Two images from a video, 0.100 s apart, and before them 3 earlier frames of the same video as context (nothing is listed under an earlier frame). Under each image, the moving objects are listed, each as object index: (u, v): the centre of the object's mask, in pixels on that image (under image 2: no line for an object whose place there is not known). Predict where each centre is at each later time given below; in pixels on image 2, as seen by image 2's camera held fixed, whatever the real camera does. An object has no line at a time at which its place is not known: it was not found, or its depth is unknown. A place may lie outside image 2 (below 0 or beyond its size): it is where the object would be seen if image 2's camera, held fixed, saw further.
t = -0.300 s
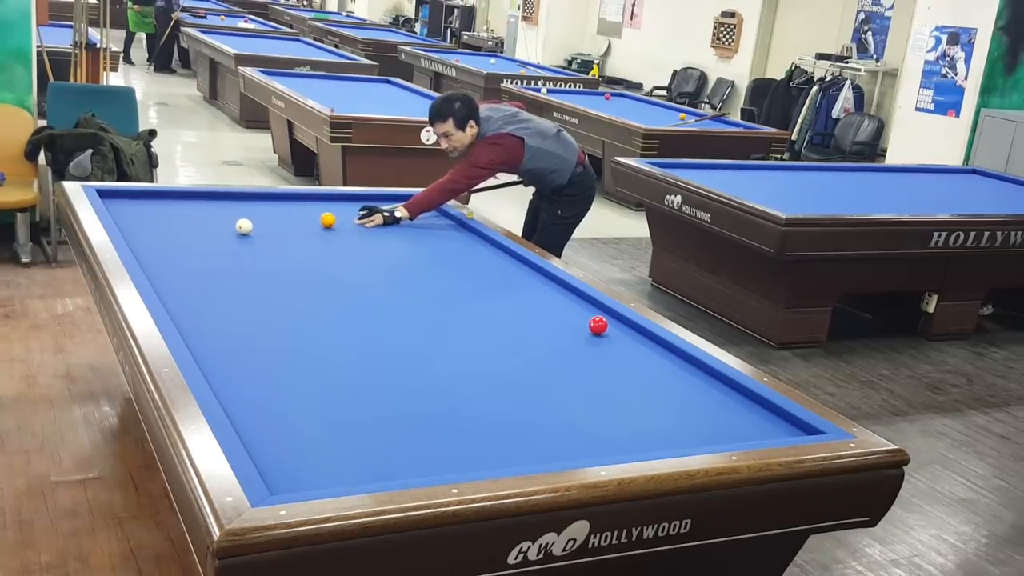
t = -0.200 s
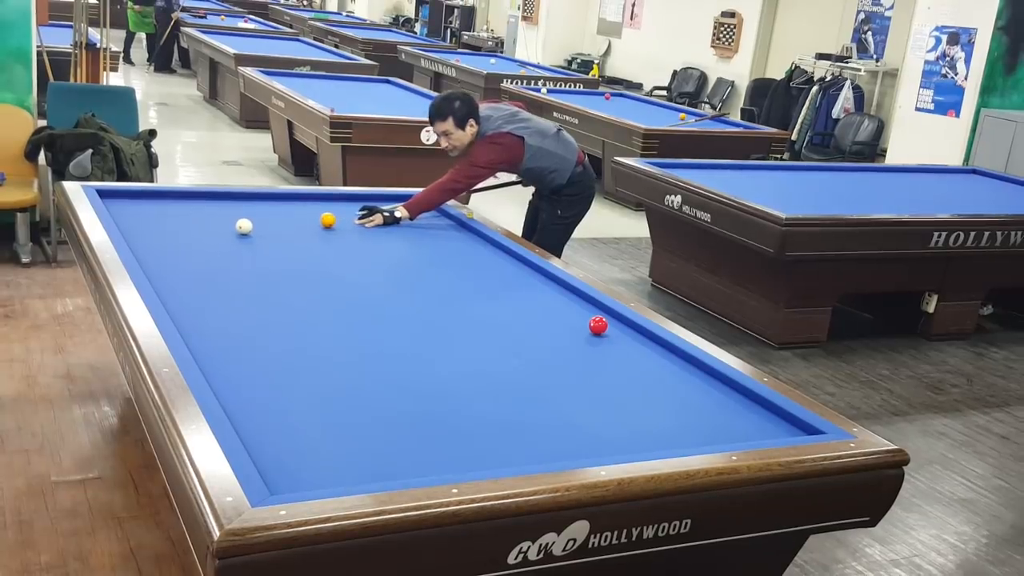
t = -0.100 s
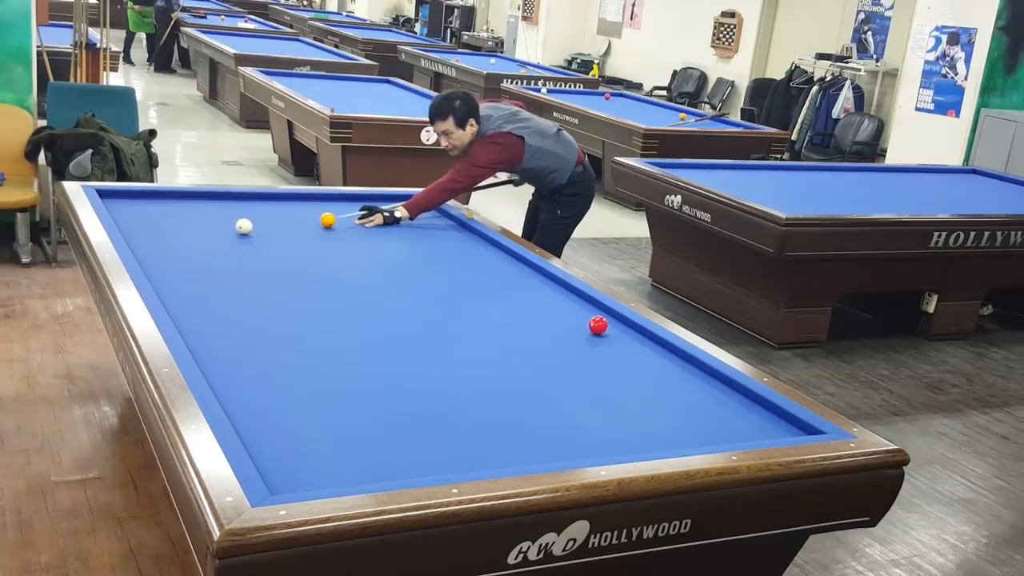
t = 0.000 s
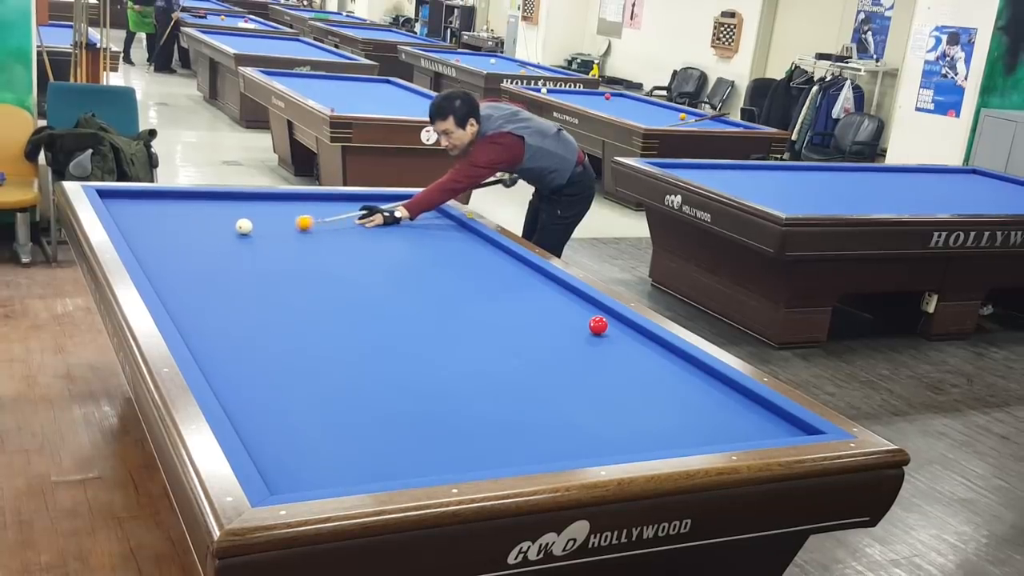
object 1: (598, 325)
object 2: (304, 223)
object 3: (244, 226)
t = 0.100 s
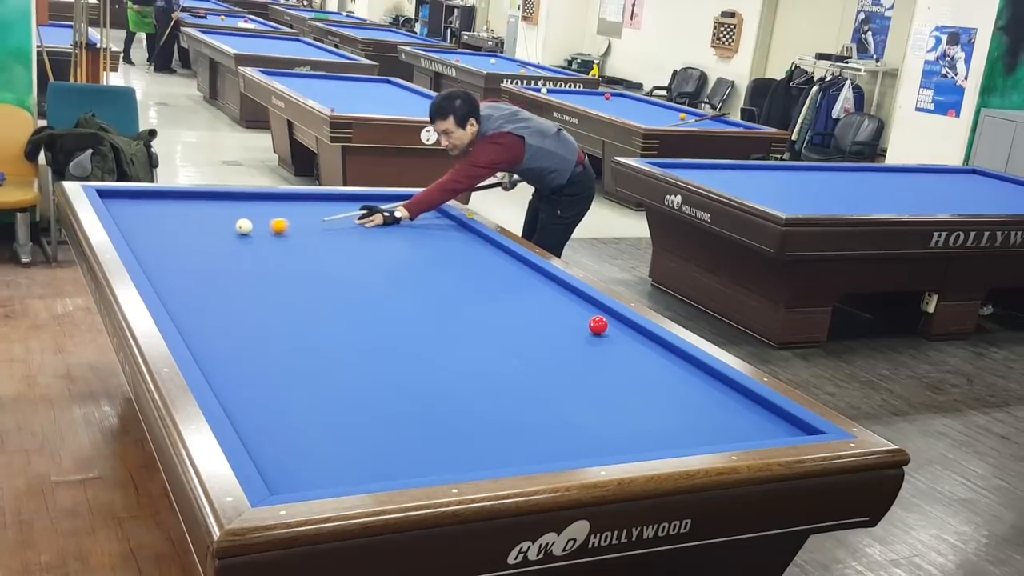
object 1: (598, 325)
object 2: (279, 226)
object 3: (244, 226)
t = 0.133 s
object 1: (598, 325)
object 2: (271, 227)
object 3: (244, 226)
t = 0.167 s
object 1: (598, 325)
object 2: (263, 228)
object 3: (244, 226)
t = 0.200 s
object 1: (598, 325)
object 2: (258, 230)
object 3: (240, 225)
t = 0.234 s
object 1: (598, 325)
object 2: (255, 231)
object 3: (235, 225)
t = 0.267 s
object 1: (598, 325)
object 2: (251, 233)
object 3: (230, 224)
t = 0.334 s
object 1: (598, 325)
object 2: (243, 237)
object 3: (222, 223)
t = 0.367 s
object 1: (598, 325)
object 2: (239, 238)
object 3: (218, 223)
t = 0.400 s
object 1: (598, 325)
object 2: (235, 240)
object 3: (214, 222)
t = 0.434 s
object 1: (598, 325)
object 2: (230, 242)
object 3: (210, 222)
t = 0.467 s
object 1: (598, 325)
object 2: (226, 244)
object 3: (206, 221)
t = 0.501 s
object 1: (598, 325)
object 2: (221, 245)
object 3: (202, 221)
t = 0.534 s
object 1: (598, 325)
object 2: (217, 247)
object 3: (199, 220)
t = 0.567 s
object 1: (598, 325)
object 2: (212, 249)
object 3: (195, 220)
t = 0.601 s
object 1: (598, 325)
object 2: (208, 251)
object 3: (191, 219)
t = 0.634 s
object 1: (598, 325)
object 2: (203, 253)
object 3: (187, 219)
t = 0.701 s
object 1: (598, 325)
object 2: (194, 257)
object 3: (180, 218)
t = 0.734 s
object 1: (598, 325)
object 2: (189, 259)
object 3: (176, 218)
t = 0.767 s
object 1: (598, 325)
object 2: (184, 262)
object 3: (172, 217)
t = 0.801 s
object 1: (598, 325)
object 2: (178, 264)
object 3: (168, 217)
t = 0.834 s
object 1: (598, 325)
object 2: (173, 266)
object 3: (165, 216)
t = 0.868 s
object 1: (598, 325)
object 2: (168, 268)
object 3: (161, 216)
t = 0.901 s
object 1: (598, 325)
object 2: (163, 270)
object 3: (157, 215)
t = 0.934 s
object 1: (598, 325)
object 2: (157, 272)
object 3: (154, 215)
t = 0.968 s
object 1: (598, 325)
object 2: (155, 274)
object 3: (150, 214)
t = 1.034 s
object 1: (598, 325)
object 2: (167, 279)
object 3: (143, 214)
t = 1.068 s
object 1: (598, 325)
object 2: (173, 282)
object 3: (139, 213)
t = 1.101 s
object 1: (598, 325)
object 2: (178, 284)
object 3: (136, 213)
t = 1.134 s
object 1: (598, 325)
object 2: (184, 286)
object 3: (132, 212)
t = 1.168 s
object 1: (598, 325)
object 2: (189, 288)
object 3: (128, 212)
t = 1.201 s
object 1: (598, 325)
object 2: (195, 291)
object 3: (125, 211)
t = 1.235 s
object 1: (598, 325)
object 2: (201, 293)
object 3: (122, 211)
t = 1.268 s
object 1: (598, 325)
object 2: (207, 296)
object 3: (118, 210)
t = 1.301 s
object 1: (598, 325)
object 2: (213, 298)
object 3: (115, 210)
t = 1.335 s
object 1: (598, 325)
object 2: (219, 301)
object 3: (116, 209)
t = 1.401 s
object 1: (598, 325)
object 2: (231, 306)
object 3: (119, 209)
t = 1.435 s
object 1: (598, 325)
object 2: (237, 308)
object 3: (121, 209)
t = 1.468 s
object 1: (598, 325)
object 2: (243, 311)
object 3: (123, 208)
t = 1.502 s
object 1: (598, 325)
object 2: (249, 313)
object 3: (125, 208)
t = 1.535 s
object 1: (598, 325)
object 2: (255, 316)
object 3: (126, 208)
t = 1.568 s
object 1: (598, 325)
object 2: (261, 318)
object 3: (128, 208)
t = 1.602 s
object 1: (598, 325)
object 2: (268, 321)
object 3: (130, 208)
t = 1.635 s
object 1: (598, 325)
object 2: (274, 324)
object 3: (132, 207)
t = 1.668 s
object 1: (598, 325)
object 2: (280, 326)
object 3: (133, 207)
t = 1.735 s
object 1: (598, 325)
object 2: (293, 332)
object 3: (137, 207)
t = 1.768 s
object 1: (598, 325)
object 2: (300, 334)
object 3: (138, 206)
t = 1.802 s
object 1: (598, 325)
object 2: (306, 337)
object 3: (140, 206)
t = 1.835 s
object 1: (598, 325)
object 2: (313, 340)
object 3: (141, 206)
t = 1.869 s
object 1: (598, 325)
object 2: (319, 343)
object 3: (143, 206)
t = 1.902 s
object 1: (598, 325)
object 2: (326, 346)
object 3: (145, 205)
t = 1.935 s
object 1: (598, 325)
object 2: (333, 348)
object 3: (146, 205)
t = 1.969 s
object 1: (598, 325)
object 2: (340, 351)
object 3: (148, 205)
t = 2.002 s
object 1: (598, 325)
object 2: (347, 354)
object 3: (149, 205)
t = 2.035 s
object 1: (598, 325)
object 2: (354, 357)
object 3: (151, 204)
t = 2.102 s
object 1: (598, 325)
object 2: (368, 363)
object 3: (154, 204)
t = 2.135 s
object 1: (598, 325)
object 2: (375, 366)
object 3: (155, 204)
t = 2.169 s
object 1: (598, 325)
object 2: (382, 369)
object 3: (157, 204)
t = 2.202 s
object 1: (598, 325)
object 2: (389, 372)
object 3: (158, 203)
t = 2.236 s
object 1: (598, 325)
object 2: (396, 375)
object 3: (160, 203)
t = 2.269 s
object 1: (598, 325)
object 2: (403, 378)
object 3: (161, 203)
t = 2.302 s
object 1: (598, 325)
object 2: (411, 381)
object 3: (162, 203)
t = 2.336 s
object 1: (598, 325)
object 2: (418, 384)
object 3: (164, 202)
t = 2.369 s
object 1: (598, 325)
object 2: (426, 387)
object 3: (165, 202)
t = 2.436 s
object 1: (598, 325)
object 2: (441, 393)
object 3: (168, 202)
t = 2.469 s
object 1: (598, 325)
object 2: (449, 397)
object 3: (169, 202)
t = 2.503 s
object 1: (598, 325)
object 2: (457, 400)
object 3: (171, 202)
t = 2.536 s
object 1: (598, 325)
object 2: (464, 404)
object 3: (172, 201)
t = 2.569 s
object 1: (598, 325)
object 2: (472, 407)
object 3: (173, 201)
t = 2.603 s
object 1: (598, 325)
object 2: (480, 410)
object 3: (174, 201)
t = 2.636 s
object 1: (598, 325)
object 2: (488, 414)
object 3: (175, 201)
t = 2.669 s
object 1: (598, 325)
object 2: (496, 417)
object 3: (177, 200)
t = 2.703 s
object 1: (598, 325)
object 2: (505, 420)
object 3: (178, 200)
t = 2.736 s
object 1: (598, 325)
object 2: (513, 424)
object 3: (179, 200)
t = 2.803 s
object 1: (598, 325)
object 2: (530, 431)
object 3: (182, 200)
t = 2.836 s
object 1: (598, 325)
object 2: (538, 435)
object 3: (183, 200)
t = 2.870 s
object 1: (598, 325)
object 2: (547, 439)
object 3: (184, 199)
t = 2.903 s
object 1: (598, 325)
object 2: (556, 442)
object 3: (186, 199)
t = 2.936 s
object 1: (598, 325)
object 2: (564, 446)
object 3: (187, 199)
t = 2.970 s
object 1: (598, 325)
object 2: (573, 449)
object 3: (188, 199)
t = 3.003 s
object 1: (598, 325)
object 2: (582, 451)
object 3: (189, 199)
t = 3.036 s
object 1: (598, 325)
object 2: (589, 451)
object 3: (190, 199)
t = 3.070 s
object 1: (598, 325)
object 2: (589, 449)
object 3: (191, 199)
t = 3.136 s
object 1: (598, 325)
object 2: (592, 444)
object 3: (194, 198)
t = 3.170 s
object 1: (598, 325)
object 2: (593, 441)
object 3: (195, 198)
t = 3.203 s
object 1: (598, 325)
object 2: (595, 438)
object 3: (196, 198)
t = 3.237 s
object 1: (598, 325)
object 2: (596, 436)
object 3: (197, 198)
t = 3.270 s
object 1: (598, 325)
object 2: (597, 433)
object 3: (198, 198)
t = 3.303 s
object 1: (598, 325)
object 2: (599, 430)
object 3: (199, 197)
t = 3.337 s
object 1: (598, 325)
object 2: (600, 427)
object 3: (200, 197)
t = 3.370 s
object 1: (598, 325)
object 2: (601, 425)
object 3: (201, 197)
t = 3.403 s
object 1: (598, 325)
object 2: (603, 422)
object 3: (202, 197)
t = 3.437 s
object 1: (598, 325)
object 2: (604, 420)
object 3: (203, 197)
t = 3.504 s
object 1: (598, 325)
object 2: (606, 415)
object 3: (205, 196)
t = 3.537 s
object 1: (598, 325)
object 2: (607, 412)
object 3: (206, 196)
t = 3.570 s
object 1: (598, 325)
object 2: (609, 410)
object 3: (207, 196)
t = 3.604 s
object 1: (598, 325)
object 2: (610, 407)
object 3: (208, 196)
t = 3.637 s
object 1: (598, 325)
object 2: (611, 405)
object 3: (209, 196)
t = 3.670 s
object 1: (598, 325)
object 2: (612, 403)
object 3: (210, 196)
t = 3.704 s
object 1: (598, 325)
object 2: (613, 401)
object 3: (211, 196)
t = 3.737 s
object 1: (598, 325)
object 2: (614, 398)
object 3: (212, 196)
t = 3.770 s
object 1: (598, 325)
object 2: (615, 396)
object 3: (213, 195)
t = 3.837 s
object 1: (598, 325)
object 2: (617, 392)
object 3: (215, 195)
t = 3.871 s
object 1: (598, 325)
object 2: (619, 389)
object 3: (216, 195)
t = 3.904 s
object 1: (598, 325)
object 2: (620, 388)
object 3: (216, 195)
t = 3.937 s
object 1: (598, 325)
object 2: (621, 385)
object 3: (217, 195)
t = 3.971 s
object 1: (598, 325)
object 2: (621, 384)
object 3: (218, 195)
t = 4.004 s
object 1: (598, 325)
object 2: (622, 381)
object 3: (219, 195)
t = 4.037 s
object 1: (598, 325)
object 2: (624, 380)
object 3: (220, 194)
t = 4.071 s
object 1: (598, 325)
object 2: (624, 377)
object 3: (221, 194)
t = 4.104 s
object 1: (598, 325)
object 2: (625, 375)
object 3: (222, 194)
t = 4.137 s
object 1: (598, 325)
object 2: (626, 373)
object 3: (222, 194)
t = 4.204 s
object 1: (598, 325)
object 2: (628, 370)
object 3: (224, 194)
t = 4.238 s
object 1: (598, 325)
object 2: (629, 368)
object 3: (225, 194)
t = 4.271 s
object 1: (598, 325)
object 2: (630, 366)
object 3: (225, 194)
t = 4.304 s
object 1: (598, 325)
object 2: (631, 364)
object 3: (226, 194)
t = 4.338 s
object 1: (598, 325)
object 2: (632, 363)
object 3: (227, 194)
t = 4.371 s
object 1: (598, 325)
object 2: (632, 361)
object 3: (228, 194)
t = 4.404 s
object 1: (598, 325)
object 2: (633, 359)
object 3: (229, 194)
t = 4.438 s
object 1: (598, 325)
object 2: (634, 357)
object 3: (229, 194)
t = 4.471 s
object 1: (598, 325)
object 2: (635, 355)
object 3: (230, 194)
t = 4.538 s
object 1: (598, 325)
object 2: (636, 353)
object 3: (231, 194)
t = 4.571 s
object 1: (598, 325)
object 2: (637, 351)
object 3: (232, 194)
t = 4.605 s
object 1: (598, 325)
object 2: (638, 349)
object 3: (233, 194)
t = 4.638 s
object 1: (598, 325)
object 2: (639, 348)
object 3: (233, 195)
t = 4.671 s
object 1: (598, 325)
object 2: (640, 346)
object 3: (234, 195)
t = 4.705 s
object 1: (598, 325)
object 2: (640, 345)
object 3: (235, 195)
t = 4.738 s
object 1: (598, 325)
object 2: (641, 343)
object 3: (235, 195)
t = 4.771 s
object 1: (598, 325)
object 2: (642, 342)
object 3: (236, 195)
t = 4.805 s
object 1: (598, 325)
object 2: (643, 340)
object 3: (236, 195)
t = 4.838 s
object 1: (598, 325)
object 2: (643, 339)
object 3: (237, 195)
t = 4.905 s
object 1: (598, 325)
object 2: (645, 336)
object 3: (238, 195)
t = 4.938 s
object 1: (598, 325)
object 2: (645, 335)
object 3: (239, 195)
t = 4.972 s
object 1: (598, 325)
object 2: (643, 334)
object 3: (239, 196)
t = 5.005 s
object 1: (598, 325)
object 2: (640, 333)
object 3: (240, 196)
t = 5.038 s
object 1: (598, 325)
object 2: (636, 332)
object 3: (240, 195)
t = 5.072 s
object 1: (598, 325)
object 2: (633, 331)
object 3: (241, 195)
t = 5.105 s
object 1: (598, 325)
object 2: (630, 330)
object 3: (241, 195)
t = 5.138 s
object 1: (598, 325)
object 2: (627, 329)
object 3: (242, 195)
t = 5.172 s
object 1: (598, 325)
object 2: (624, 328)
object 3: (242, 196)
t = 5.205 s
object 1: (598, 325)
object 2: (621, 327)
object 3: (243, 196)
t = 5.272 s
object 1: (596, 325)
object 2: (616, 326)
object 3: (244, 196)
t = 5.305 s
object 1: (594, 325)
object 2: (615, 325)
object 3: (244, 196)
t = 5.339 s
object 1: (593, 324)
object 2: (614, 325)
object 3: (245, 196)
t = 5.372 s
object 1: (591, 324)
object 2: (613, 324)
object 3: (245, 196)
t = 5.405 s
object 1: (589, 324)
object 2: (612, 323)
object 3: (245, 196)
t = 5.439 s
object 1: (588, 324)
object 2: (611, 323)
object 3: (246, 196)
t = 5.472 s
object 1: (586, 324)
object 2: (610, 322)
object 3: (246, 196)
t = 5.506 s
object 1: (584, 323)
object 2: (609, 321)
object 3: (247, 196)
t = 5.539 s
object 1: (583, 323)
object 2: (608, 321)
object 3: (247, 196)
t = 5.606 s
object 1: (579, 323)
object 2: (606, 319)
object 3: (248, 196)
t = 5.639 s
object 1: (578, 323)
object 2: (605, 319)
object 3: (248, 196)
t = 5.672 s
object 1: (576, 323)
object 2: (604, 318)
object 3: (248, 196)
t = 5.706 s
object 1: (574, 323)
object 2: (603, 318)
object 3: (248, 196)
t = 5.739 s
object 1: (573, 323)
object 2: (602, 317)
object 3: (249, 196)
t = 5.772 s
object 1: (571, 322)
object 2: (601, 317)
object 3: (249, 197)
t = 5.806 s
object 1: (570, 322)
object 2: (600, 316)
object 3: (250, 196)
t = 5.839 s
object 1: (568, 322)
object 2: (600, 315)
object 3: (250, 196)
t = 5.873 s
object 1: (567, 322)
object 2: (599, 315)
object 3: (250, 196)
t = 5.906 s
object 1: (565, 322)
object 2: (598, 314)
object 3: (250, 196)
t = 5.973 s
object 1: (562, 322)
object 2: (596, 313)
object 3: (251, 197)
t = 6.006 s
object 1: (561, 322)
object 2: (596, 313)
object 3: (251, 197)
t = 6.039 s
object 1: (559, 321)
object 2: (595, 312)
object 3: (251, 197)
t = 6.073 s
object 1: (558, 321)
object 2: (594, 312)
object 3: (251, 197)
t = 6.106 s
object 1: (556, 321)
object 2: (593, 311)
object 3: (252, 197)
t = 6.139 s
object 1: (555, 321)
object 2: (593, 311)
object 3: (252, 197)
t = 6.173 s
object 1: (553, 321)
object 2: (592, 310)
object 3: (252, 197)
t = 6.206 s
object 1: (552, 321)
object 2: (591, 310)
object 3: (252, 197)
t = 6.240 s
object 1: (551, 321)
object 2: (590, 309)
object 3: (252, 197)
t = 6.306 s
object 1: (548, 321)
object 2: (589, 308)
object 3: (253, 197)
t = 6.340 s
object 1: (547, 320)
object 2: (588, 308)
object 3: (253, 197)
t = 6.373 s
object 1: (545, 320)
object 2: (588, 307)
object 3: (253, 197)
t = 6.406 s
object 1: (544, 320)
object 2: (587, 307)
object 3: (253, 197)
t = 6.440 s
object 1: (543, 320)
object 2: (586, 306)
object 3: (253, 197)
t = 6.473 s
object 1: (541, 320)
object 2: (585, 306)
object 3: (253, 197)
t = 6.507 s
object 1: (540, 320)
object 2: (585, 305)
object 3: (253, 197)
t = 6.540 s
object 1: (539, 320)
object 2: (584, 305)
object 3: (253, 197)
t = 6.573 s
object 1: (538, 320)
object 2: (584, 305)
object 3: (253, 197)
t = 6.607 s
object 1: (536, 320)
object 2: (583, 304)
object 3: (253, 197)
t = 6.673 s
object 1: (534, 320)
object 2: (582, 303)
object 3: (253, 197)
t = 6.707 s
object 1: (533, 320)
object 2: (581, 303)
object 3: (253, 197)
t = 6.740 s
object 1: (532, 319)
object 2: (580, 303)
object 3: (253, 197)
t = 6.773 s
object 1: (530, 319)
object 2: (580, 302)
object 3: (253, 197)
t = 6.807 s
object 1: (529, 319)
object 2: (579, 302)
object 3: (253, 197)
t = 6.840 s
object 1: (528, 319)
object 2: (579, 301)
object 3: (253, 197)
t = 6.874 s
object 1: (527, 319)
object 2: (578, 301)
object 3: (253, 197)
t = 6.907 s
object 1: (526, 319)
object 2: (577, 301)
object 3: (253, 197)
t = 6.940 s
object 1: (525, 319)
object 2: (577, 300)
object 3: (253, 197)
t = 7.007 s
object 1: (523, 318)
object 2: (575, 300)
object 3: (253, 197)
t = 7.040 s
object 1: (521, 318)
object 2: (575, 299)
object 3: (253, 197)
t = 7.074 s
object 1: (520, 318)
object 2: (574, 299)
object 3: (253, 197)
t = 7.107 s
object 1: (519, 318)
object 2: (573, 298)
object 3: (253, 197)
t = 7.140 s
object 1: (518, 318)
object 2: (573, 298)
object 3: (253, 197)
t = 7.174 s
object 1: (517, 318)
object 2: (572, 298)
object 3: (253, 197)
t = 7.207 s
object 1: (516, 318)
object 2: (572, 297)
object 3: (253, 197)
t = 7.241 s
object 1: (515, 318)
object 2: (571, 297)
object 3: (253, 197)
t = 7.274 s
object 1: (514, 318)
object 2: (570, 297)
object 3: (253, 197)
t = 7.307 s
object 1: (513, 318)
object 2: (570, 296)
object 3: (253, 197)
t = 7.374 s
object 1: (512, 317)
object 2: (569, 296)
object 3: (253, 197)
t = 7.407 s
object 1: (511, 317)
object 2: (568, 296)
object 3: (253, 197)
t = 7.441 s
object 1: (510, 317)
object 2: (567, 295)
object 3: (253, 197)
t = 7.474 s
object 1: (509, 317)
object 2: (567, 295)
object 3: (253, 197)
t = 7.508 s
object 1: (508, 317)
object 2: (566, 295)
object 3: (253, 197)
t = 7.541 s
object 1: (507, 317)
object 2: (566, 294)
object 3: (253, 197)
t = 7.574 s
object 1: (506, 317)
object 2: (565, 294)
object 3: (253, 197)
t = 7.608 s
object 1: (506, 317)
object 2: (564, 294)
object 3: (253, 197)
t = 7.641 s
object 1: (505, 317)
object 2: (564, 293)
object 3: (253, 197)
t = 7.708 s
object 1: (503, 317)
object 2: (563, 293)
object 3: (253, 197)
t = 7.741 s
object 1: (502, 317)
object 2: (562, 293)
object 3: (253, 197)
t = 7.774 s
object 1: (502, 316)
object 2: (562, 292)
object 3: (253, 197)
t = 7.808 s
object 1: (501, 316)
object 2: (561, 292)
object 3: (253, 197)
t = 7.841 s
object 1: (500, 316)
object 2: (561, 292)
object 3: (253, 197)
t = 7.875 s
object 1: (499, 316)
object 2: (560, 292)
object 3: (253, 197)
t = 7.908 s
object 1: (499, 316)
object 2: (560, 292)
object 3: (253, 197)
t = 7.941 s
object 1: (498, 316)
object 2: (559, 291)
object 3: (253, 197)
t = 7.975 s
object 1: (497, 316)
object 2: (558, 291)
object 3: (253, 197)
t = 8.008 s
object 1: (497, 316)
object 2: (558, 291)
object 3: (253, 197)
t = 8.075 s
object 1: (495, 316)
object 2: (557, 290)
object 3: (253, 197)
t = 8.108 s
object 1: (495, 316)
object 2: (557, 290)
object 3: (253, 197)
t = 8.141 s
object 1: (494, 316)
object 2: (556, 290)
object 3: (253, 197)
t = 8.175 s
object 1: (494, 316)
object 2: (556, 290)
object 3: (253, 197)
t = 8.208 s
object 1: (493, 316)
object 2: (555, 290)
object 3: (253, 197)
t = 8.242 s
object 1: (492, 316)
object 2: (555, 289)
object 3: (253, 197)
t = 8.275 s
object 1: (492, 316)
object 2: (555, 289)
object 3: (253, 197)
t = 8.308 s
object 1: (491, 316)
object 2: (554, 289)
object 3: (253, 197)
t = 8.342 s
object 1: (491, 316)
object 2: (554, 289)
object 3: (253, 197)
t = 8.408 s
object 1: (490, 316)
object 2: (553, 289)
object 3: (253, 197)
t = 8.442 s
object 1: (490, 316)
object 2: (553, 288)
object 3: (253, 197)
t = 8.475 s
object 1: (489, 316)
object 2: (552, 288)
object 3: (253, 197)
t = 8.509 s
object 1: (489, 316)
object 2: (552, 288)
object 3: (253, 197)
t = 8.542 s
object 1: (488, 315)
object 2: (552, 288)
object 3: (253, 197)
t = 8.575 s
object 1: (488, 315)
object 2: (551, 288)
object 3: (253, 197)
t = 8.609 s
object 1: (487, 316)
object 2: (551, 288)
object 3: (253, 197)
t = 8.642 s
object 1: (487, 316)
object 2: (551, 287)
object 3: (253, 197)
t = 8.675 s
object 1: (487, 315)
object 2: (550, 287)
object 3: (253, 197)
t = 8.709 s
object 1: (486, 315)
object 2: (550, 287)
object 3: (253, 197)
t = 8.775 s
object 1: (486, 315)
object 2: (550, 287)
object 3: (253, 197)
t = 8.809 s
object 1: (485, 315)
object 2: (550, 287)
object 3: (253, 197)
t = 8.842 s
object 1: (485, 315)
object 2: (549, 286)
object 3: (253, 197)
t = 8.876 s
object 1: (485, 315)
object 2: (549, 286)
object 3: (253, 197)
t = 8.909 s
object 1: (485, 315)
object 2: (549, 286)
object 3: (253, 197)
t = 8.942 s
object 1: (485, 315)
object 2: (549, 286)
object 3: (253, 197)
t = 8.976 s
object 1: (484, 315)
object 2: (549, 286)
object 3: (253, 197)
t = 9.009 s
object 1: (484, 315)
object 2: (548, 286)
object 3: (253, 197)
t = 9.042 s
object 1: (484, 315)
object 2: (548, 286)
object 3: (253, 197)
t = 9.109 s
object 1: (483, 316)
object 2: (548, 286)
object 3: (253, 197)
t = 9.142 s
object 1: (483, 316)
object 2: (548, 286)
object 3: (253, 197)
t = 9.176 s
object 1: (483, 316)
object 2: (548, 286)
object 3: (253, 197)
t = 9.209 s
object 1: (483, 316)
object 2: (548, 286)
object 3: (253, 197)
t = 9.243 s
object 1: (483, 316)
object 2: (548, 286)
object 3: (253, 197)
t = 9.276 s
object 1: (483, 316)
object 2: (548, 286)
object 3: (253, 197)
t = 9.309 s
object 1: (483, 316)
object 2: (547, 286)
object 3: (253, 197)
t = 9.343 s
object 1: (483, 316)
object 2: (548, 286)
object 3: (253, 197)
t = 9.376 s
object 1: (483, 316)
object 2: (547, 286)
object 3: (253, 197)
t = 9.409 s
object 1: (483, 316)
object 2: (547, 286)
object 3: (253, 197)
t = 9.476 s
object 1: (483, 316)
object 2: (547, 285)
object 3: (253, 197)
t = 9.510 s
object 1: (483, 316)
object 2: (547, 285)
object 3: (253, 197)
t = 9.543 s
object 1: (483, 316)
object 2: (547, 285)
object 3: (253, 197)
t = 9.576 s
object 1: (483, 316)
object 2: (547, 285)
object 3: (253, 197)
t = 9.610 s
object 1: (483, 316)
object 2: (547, 285)
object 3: (253, 197)
